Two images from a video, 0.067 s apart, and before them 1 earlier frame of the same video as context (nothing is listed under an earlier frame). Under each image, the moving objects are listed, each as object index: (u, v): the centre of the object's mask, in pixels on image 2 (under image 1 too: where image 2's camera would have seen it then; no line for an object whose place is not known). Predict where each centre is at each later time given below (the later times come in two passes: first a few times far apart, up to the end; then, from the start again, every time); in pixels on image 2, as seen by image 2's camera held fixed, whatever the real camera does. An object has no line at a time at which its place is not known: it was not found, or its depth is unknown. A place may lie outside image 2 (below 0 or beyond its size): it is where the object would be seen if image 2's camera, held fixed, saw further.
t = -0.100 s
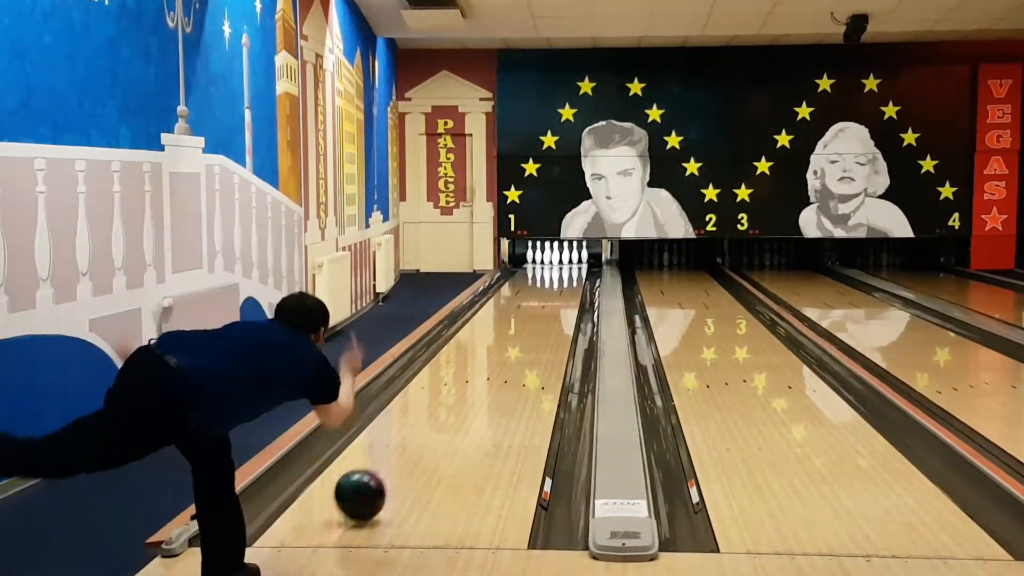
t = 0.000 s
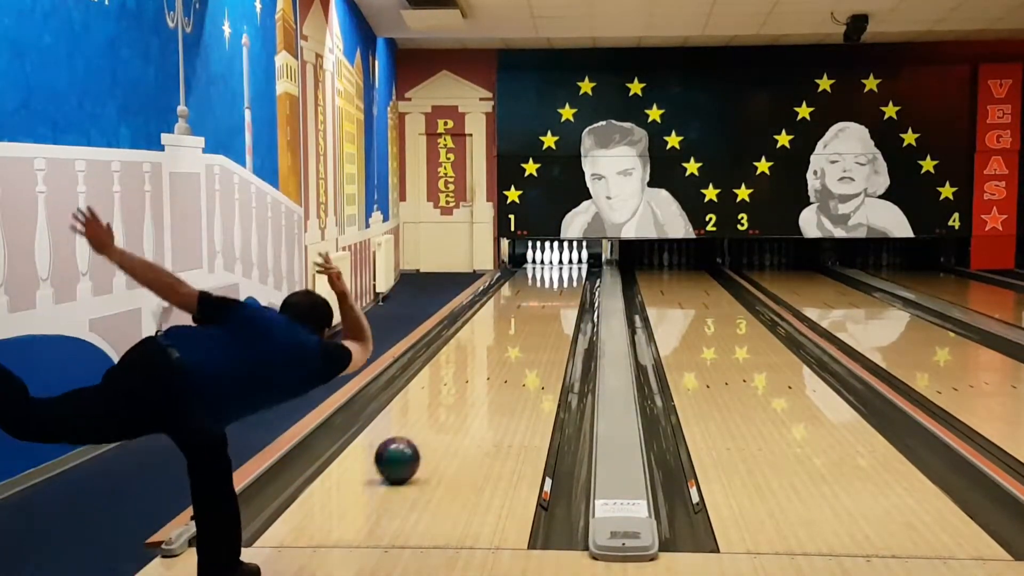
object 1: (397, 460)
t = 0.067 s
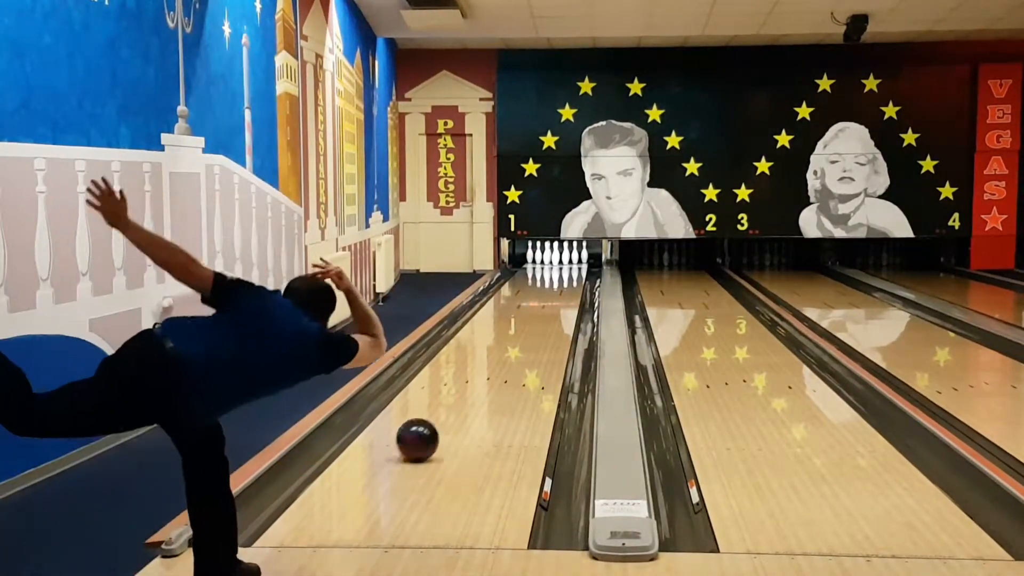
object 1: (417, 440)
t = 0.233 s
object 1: (457, 400)
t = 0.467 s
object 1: (494, 362)
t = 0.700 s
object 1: (519, 335)
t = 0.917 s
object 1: (536, 316)
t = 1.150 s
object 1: (549, 301)
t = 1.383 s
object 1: (559, 288)
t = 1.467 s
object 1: (562, 285)
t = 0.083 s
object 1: (422, 435)
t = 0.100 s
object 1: (426, 431)
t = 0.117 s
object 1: (431, 426)
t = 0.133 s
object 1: (435, 422)
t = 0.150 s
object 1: (439, 418)
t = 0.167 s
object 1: (443, 414)
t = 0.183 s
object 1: (446, 411)
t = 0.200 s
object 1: (450, 407)
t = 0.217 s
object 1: (453, 403)
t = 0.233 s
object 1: (457, 400)
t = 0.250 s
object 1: (460, 397)
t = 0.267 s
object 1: (463, 393)
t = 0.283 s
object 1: (466, 390)
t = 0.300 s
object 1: (469, 387)
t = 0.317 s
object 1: (472, 384)
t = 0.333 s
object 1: (474, 381)
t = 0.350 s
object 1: (477, 379)
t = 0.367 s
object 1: (480, 376)
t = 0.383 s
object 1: (482, 374)
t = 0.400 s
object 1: (485, 371)
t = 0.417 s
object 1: (487, 369)
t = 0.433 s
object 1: (489, 366)
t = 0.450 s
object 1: (491, 364)
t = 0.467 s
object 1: (494, 362)
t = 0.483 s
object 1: (496, 359)
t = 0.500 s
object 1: (498, 357)
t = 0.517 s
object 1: (500, 355)
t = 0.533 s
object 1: (502, 353)
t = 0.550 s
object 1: (504, 351)
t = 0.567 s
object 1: (506, 349)
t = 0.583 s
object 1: (507, 347)
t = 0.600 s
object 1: (509, 345)
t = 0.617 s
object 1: (511, 343)
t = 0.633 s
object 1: (513, 341)
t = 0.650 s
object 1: (514, 339)
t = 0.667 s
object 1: (516, 338)
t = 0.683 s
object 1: (518, 336)
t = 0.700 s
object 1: (519, 335)
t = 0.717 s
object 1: (520, 333)
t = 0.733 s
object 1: (522, 331)
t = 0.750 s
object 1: (523, 330)
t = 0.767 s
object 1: (525, 328)
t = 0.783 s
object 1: (526, 327)
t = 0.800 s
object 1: (527, 326)
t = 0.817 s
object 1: (529, 324)
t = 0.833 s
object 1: (530, 323)
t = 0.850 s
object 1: (531, 321)
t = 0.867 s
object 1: (532, 320)
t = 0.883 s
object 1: (534, 319)
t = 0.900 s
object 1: (535, 318)
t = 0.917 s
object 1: (536, 316)
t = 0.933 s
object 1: (537, 315)
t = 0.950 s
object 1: (538, 314)
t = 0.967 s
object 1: (539, 313)
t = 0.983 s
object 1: (540, 311)
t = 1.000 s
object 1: (541, 310)
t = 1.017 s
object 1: (542, 309)
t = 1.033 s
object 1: (543, 308)
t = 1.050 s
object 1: (544, 307)
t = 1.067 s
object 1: (545, 306)
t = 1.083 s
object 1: (546, 305)
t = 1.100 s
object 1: (547, 304)
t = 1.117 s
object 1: (547, 303)
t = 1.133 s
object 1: (548, 302)
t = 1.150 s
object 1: (549, 301)
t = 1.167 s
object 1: (550, 300)
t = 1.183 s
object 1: (551, 298)
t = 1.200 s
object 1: (552, 298)
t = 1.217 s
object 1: (552, 297)
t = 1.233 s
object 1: (553, 296)
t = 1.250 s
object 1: (554, 295)
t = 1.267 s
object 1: (555, 294)
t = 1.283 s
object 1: (555, 293)
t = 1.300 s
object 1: (556, 292)
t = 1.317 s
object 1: (557, 291)
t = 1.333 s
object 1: (557, 291)
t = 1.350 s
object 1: (558, 290)
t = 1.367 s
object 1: (558, 289)
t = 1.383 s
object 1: (559, 288)
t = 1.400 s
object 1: (559, 288)
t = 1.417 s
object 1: (560, 287)
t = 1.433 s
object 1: (561, 286)
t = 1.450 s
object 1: (561, 285)
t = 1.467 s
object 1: (562, 285)
